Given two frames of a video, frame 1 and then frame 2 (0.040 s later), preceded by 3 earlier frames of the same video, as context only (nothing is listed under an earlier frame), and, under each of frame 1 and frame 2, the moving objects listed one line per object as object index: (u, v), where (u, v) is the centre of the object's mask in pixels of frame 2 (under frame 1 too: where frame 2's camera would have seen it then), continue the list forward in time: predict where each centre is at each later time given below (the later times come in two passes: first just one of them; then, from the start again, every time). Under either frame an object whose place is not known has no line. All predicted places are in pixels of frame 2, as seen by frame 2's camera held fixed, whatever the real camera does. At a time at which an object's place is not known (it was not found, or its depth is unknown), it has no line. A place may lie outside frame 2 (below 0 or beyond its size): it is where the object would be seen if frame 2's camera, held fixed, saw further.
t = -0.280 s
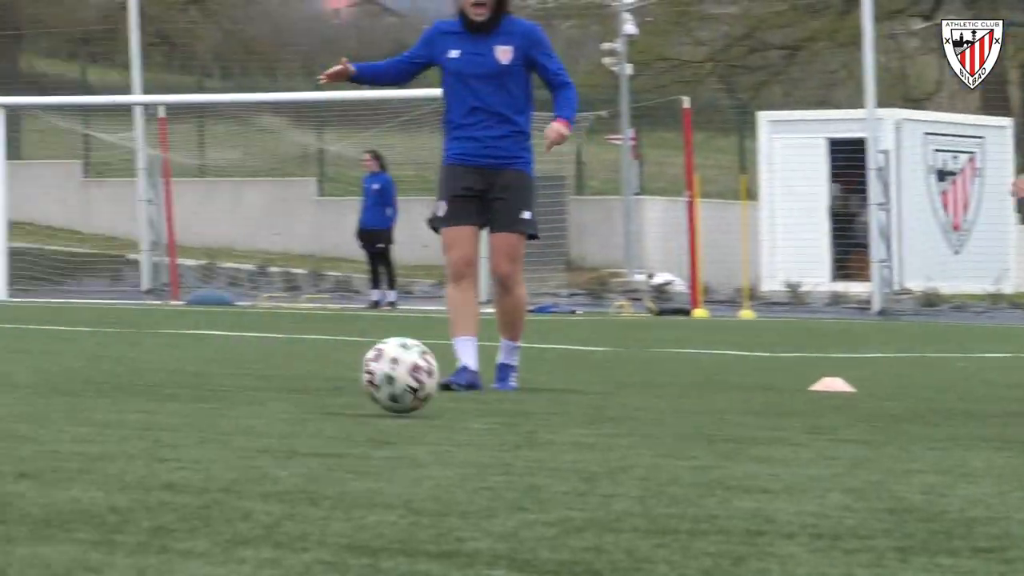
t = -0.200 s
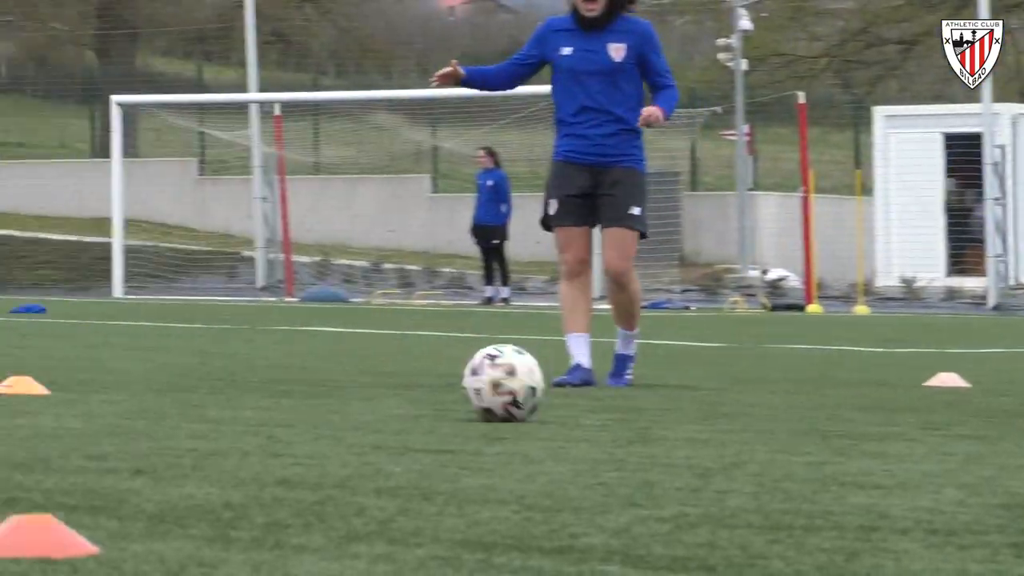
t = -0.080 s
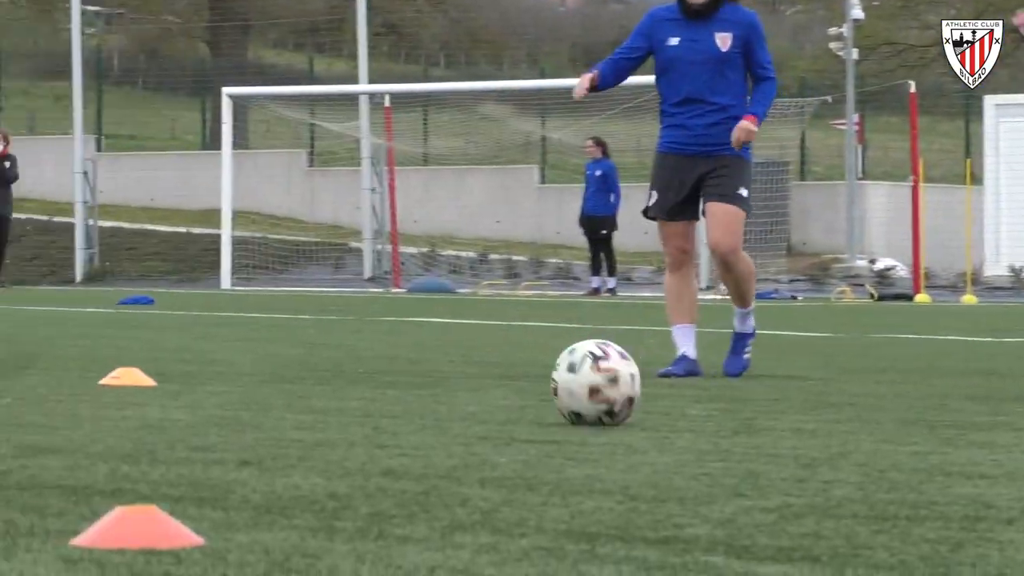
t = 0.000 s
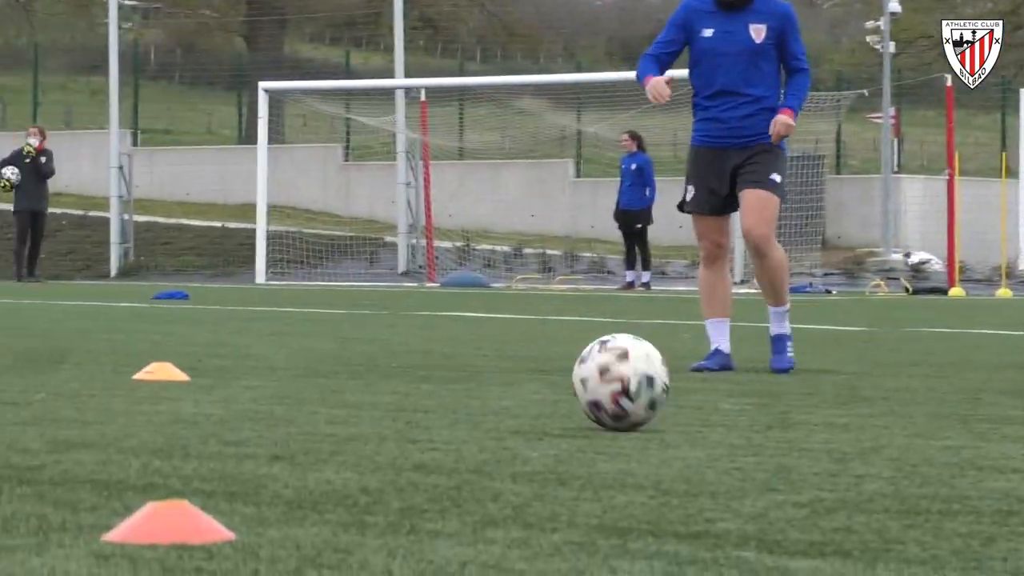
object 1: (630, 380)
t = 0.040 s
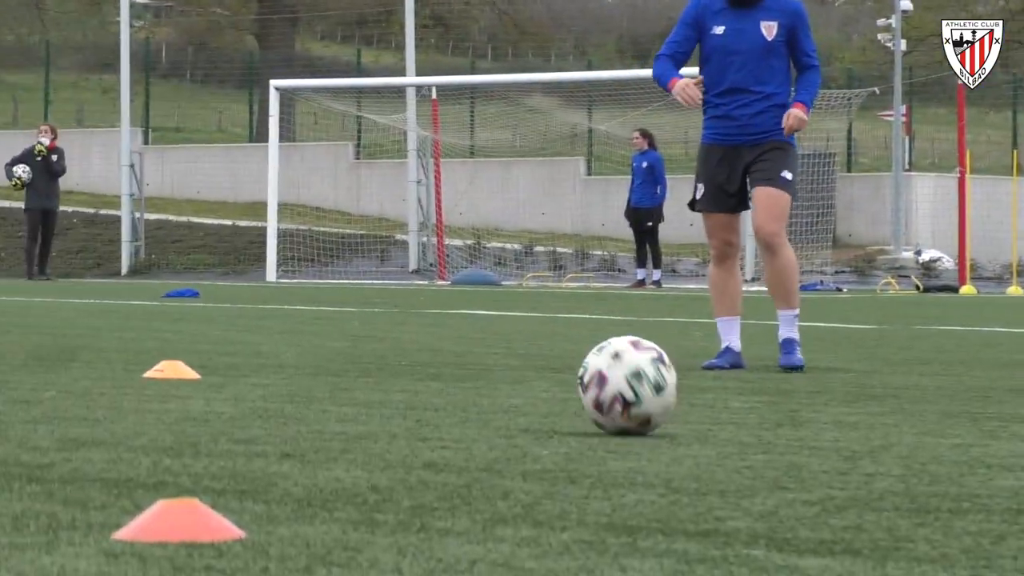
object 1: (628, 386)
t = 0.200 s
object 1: (619, 406)
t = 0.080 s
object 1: (624, 393)
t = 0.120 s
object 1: (623, 394)
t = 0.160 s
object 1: (621, 398)
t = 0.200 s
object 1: (619, 406)
